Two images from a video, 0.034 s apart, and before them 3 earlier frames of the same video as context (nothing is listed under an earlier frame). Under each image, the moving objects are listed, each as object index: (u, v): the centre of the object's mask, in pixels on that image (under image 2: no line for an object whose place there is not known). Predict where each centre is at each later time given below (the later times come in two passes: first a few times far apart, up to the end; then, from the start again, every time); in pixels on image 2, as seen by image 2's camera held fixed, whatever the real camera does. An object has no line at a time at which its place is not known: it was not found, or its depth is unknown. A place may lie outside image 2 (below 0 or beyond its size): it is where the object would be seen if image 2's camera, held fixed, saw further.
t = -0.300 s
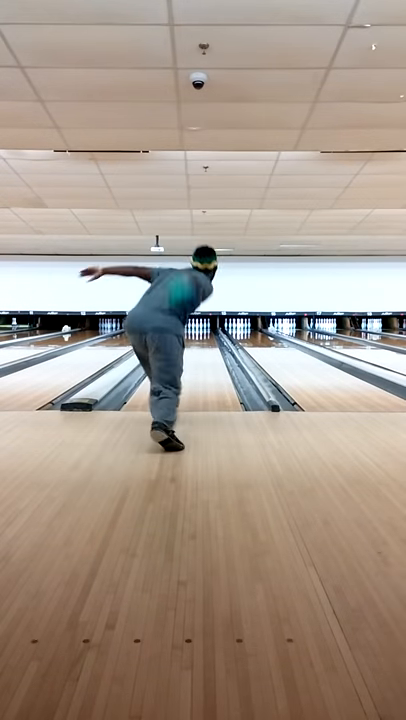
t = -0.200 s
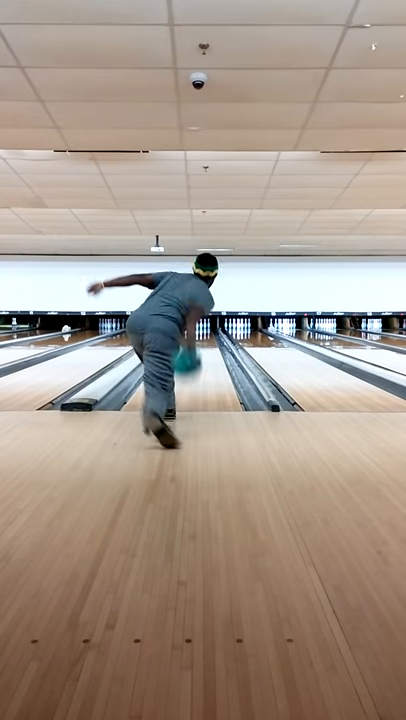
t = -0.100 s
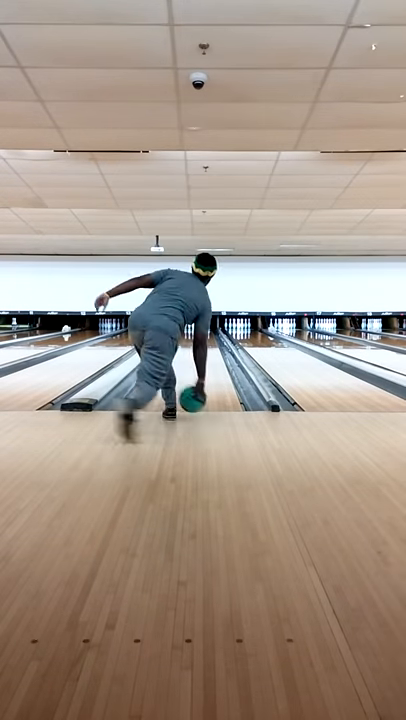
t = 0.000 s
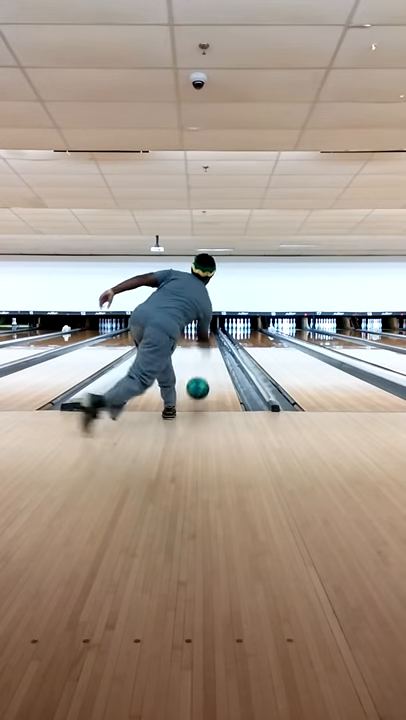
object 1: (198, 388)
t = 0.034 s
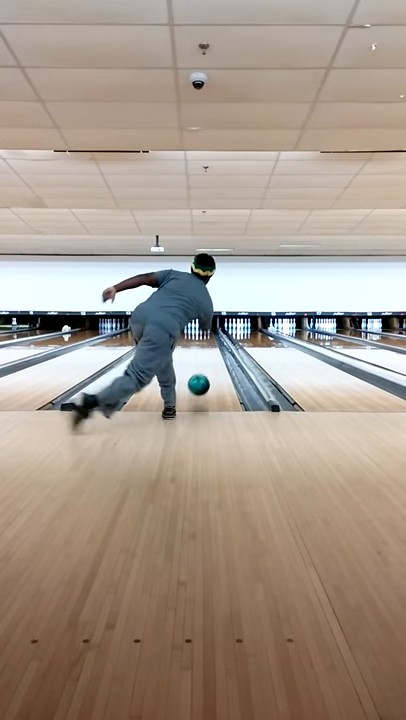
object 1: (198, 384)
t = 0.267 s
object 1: (203, 368)
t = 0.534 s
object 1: (206, 353)
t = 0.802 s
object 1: (207, 344)
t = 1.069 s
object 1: (208, 338)
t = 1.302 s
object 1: (208, 335)
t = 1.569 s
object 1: (205, 332)
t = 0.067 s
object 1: (200, 382)
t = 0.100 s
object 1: (200, 381)
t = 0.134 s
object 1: (201, 378)
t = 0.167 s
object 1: (202, 375)
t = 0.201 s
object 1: (202, 373)
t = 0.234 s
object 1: (203, 370)
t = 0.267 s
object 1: (203, 368)
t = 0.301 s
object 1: (204, 366)
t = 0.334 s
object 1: (204, 364)
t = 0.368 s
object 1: (204, 362)
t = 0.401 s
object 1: (205, 360)
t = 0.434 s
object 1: (205, 358)
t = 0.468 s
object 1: (205, 356)
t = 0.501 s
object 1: (206, 355)
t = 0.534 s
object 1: (206, 353)
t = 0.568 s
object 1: (206, 352)
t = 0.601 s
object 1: (206, 350)
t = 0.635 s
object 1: (207, 349)
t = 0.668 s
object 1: (207, 348)
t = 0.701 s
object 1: (207, 347)
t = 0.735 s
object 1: (207, 346)
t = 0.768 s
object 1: (207, 345)
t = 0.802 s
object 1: (207, 344)
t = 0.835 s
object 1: (208, 343)
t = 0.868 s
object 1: (208, 343)
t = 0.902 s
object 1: (208, 342)
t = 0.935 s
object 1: (207, 342)
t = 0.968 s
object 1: (208, 340)
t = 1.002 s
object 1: (208, 340)
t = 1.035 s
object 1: (208, 339)
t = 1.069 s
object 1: (208, 338)
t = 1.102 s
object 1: (208, 338)
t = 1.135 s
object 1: (208, 337)
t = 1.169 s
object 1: (208, 337)
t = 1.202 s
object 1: (208, 337)
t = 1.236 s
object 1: (208, 336)
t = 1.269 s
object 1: (208, 335)
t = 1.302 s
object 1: (208, 335)
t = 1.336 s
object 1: (208, 335)
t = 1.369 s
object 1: (208, 334)
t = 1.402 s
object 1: (208, 334)
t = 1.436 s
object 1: (208, 333)
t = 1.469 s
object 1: (208, 333)
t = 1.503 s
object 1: (208, 333)
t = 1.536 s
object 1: (207, 332)
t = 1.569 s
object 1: (205, 332)
